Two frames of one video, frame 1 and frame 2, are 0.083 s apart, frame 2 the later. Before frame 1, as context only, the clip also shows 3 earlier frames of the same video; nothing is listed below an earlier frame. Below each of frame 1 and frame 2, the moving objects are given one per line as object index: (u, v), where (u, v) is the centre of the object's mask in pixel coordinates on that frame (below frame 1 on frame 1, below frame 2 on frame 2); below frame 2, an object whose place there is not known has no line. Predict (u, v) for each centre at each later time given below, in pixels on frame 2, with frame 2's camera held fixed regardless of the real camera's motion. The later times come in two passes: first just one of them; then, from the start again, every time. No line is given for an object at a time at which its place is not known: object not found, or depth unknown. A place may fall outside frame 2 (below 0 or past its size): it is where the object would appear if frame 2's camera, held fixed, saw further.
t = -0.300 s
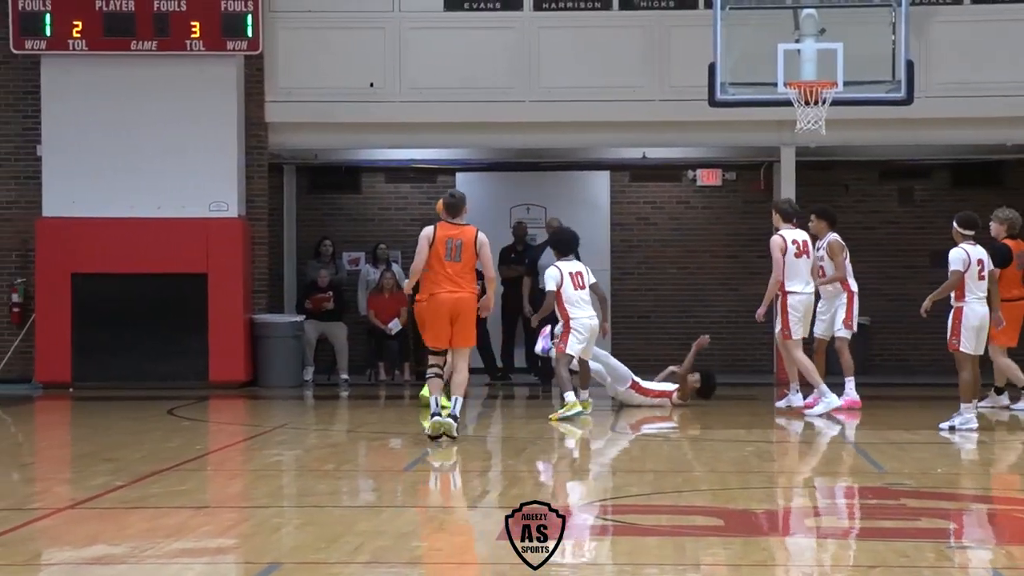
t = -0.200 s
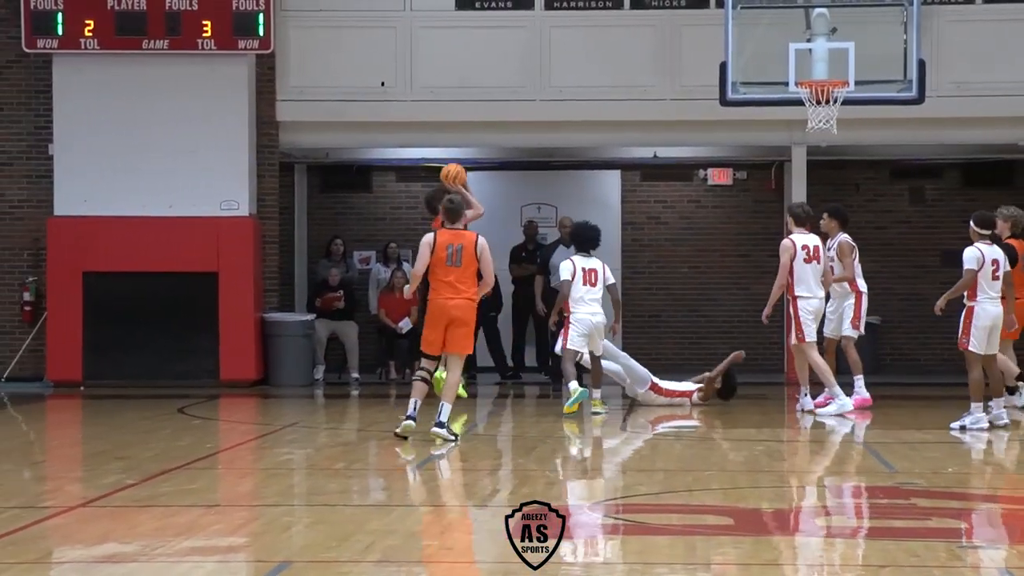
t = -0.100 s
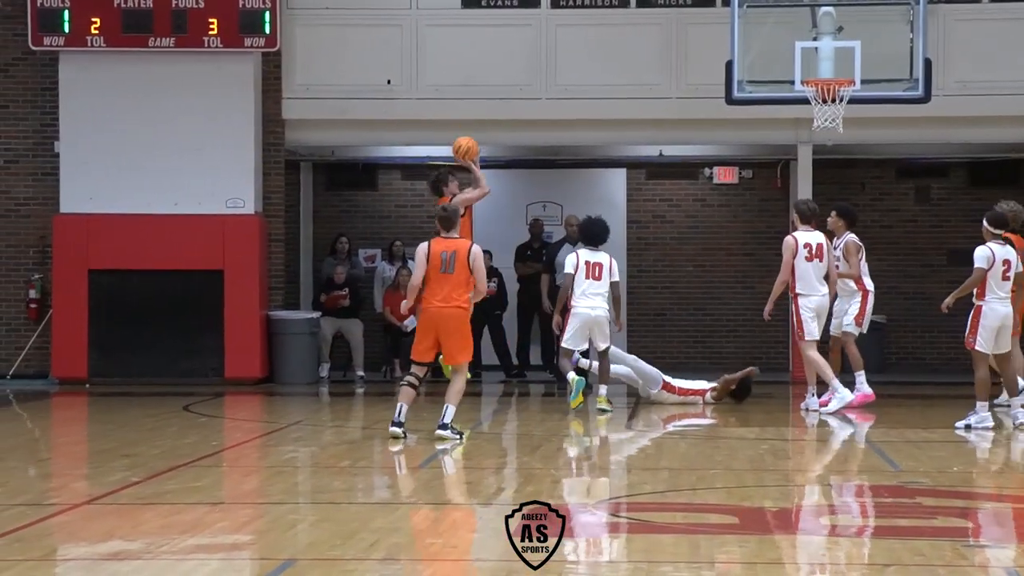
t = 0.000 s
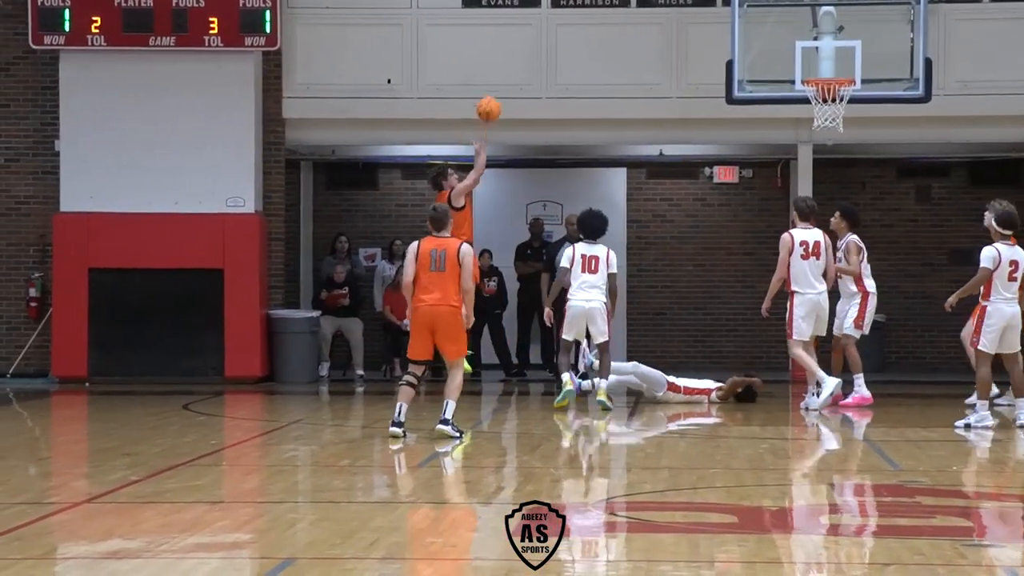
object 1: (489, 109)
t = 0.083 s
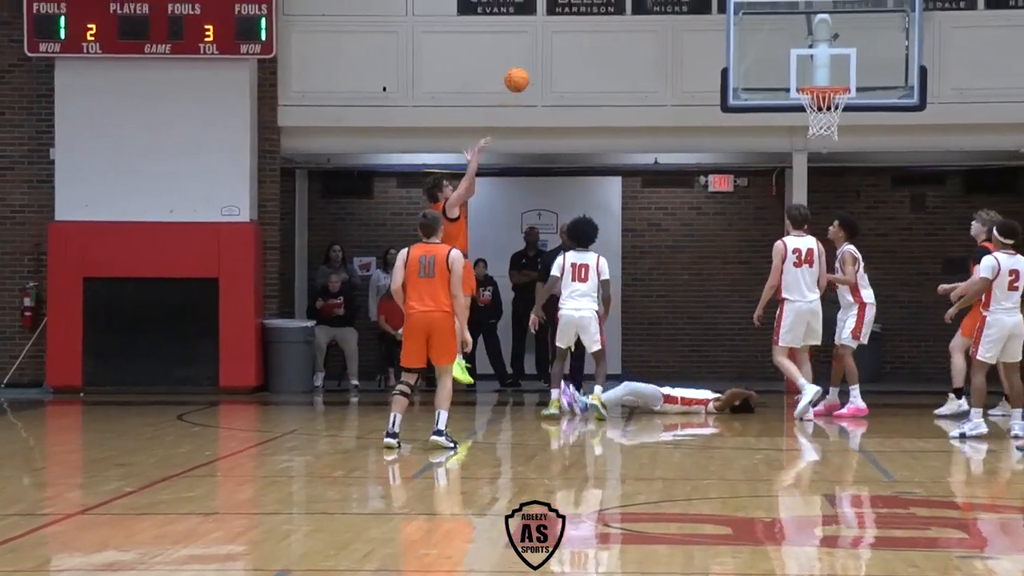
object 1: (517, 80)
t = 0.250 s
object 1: (583, 25)
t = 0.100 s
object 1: (523, 73)
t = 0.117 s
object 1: (530, 66)
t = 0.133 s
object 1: (537, 60)
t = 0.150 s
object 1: (543, 54)
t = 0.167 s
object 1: (550, 48)
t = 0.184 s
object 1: (556, 43)
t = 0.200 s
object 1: (563, 38)
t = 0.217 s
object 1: (570, 33)
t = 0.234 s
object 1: (576, 29)
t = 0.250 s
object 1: (583, 25)
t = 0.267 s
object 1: (589, 21)
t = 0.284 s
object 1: (595, 17)
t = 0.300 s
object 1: (602, 14)
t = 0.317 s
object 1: (609, 11)
